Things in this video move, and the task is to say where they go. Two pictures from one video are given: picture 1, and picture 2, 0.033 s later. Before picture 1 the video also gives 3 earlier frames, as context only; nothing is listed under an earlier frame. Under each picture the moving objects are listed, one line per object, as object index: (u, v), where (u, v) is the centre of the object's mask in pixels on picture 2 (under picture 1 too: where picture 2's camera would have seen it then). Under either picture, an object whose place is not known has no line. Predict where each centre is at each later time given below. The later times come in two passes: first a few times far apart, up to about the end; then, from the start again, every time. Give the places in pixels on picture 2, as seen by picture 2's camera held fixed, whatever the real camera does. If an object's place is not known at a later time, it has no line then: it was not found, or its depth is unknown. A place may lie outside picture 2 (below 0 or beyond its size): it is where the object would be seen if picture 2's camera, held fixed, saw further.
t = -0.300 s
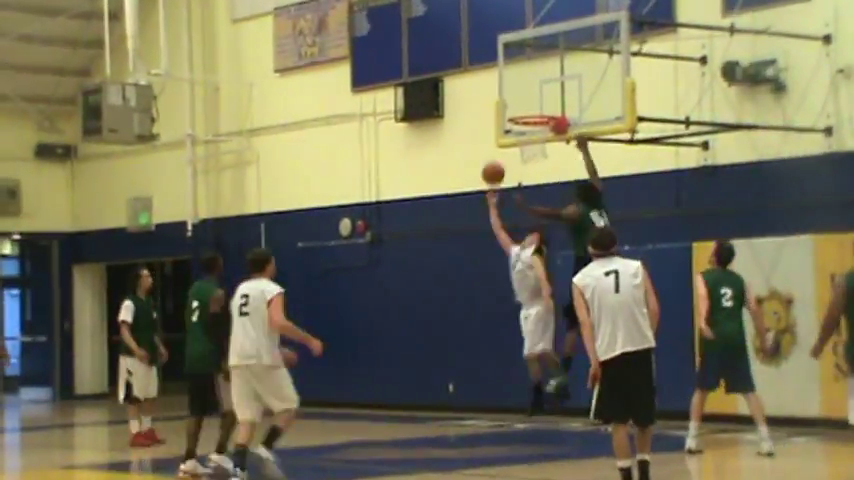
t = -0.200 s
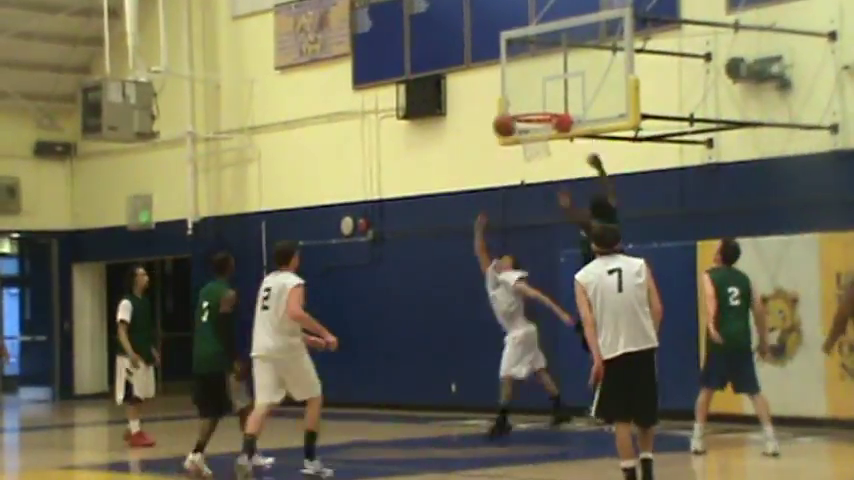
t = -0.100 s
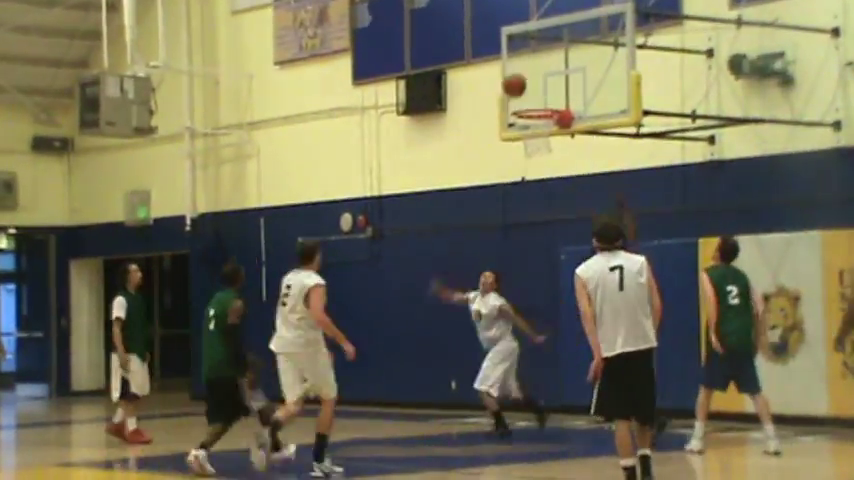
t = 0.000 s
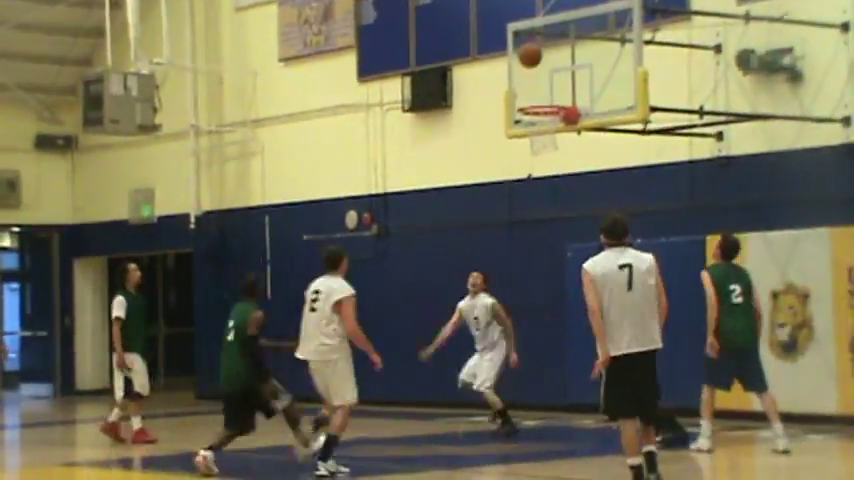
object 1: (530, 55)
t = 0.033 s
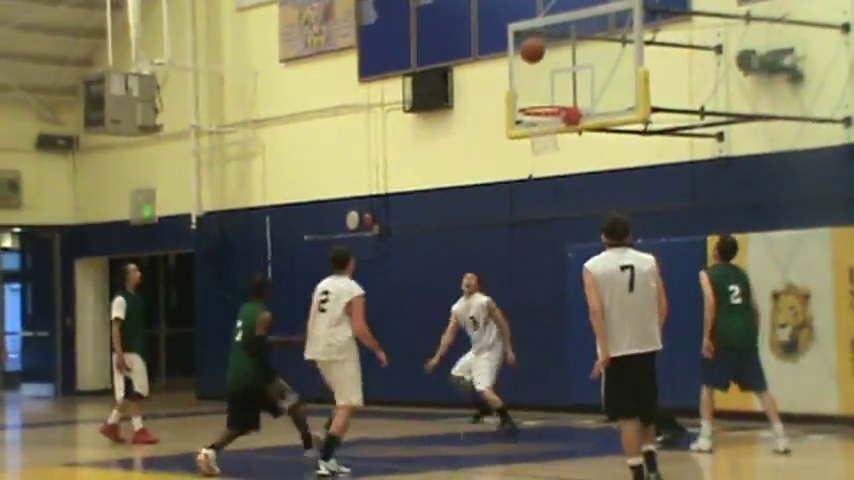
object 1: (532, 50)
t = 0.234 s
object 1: (540, 46)
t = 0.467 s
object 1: (551, 93)
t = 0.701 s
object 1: (533, 131)
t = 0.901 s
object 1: (526, 144)
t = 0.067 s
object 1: (534, 46)
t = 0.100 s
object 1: (535, 44)
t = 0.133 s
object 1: (535, 44)
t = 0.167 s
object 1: (538, 42)
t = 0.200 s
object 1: (538, 43)
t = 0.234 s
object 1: (540, 46)
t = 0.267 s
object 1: (541, 49)
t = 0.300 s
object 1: (543, 52)
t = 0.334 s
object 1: (544, 59)
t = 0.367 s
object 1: (545, 66)
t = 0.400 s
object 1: (547, 74)
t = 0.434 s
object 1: (549, 83)
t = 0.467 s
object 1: (551, 93)
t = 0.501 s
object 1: (551, 103)
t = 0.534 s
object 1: (549, 107)
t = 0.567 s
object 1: (546, 111)
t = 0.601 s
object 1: (542, 117)
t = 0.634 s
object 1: (539, 124)
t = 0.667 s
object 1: (536, 130)
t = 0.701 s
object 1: (533, 131)
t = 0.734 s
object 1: (531, 132)
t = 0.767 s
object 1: (529, 133)
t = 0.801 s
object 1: (528, 133)
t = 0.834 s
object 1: (528, 137)
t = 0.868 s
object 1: (527, 140)
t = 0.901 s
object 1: (526, 144)
